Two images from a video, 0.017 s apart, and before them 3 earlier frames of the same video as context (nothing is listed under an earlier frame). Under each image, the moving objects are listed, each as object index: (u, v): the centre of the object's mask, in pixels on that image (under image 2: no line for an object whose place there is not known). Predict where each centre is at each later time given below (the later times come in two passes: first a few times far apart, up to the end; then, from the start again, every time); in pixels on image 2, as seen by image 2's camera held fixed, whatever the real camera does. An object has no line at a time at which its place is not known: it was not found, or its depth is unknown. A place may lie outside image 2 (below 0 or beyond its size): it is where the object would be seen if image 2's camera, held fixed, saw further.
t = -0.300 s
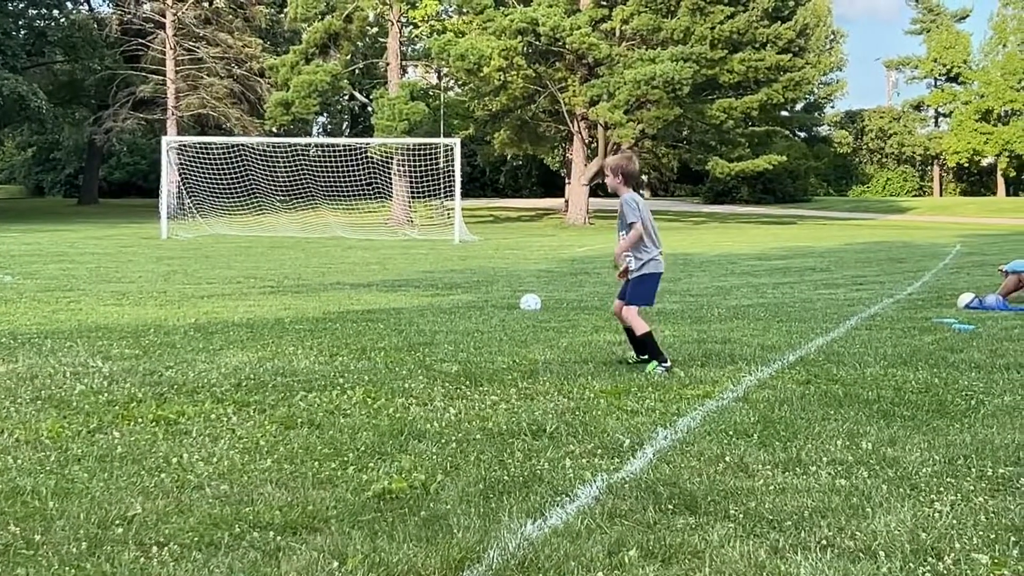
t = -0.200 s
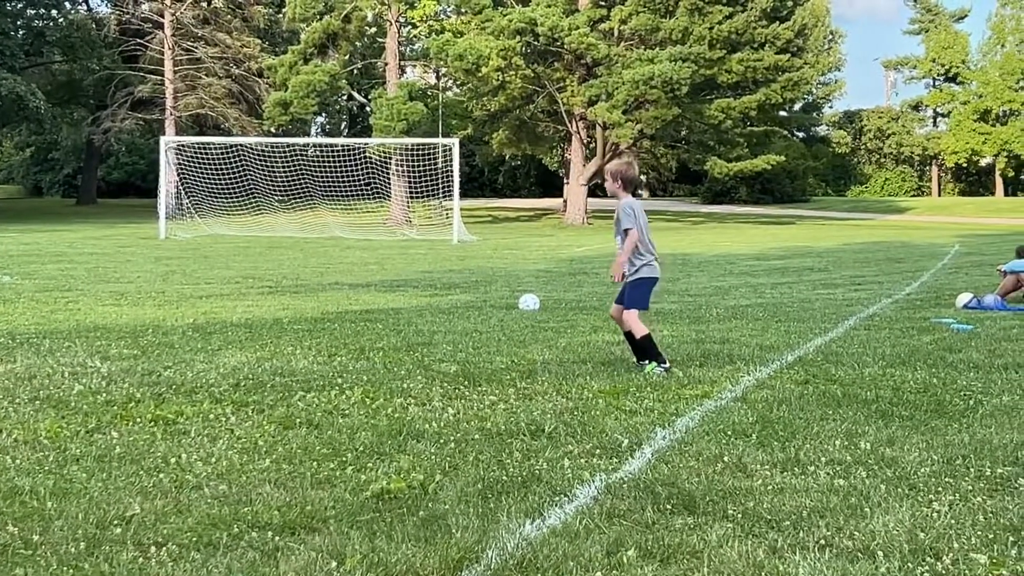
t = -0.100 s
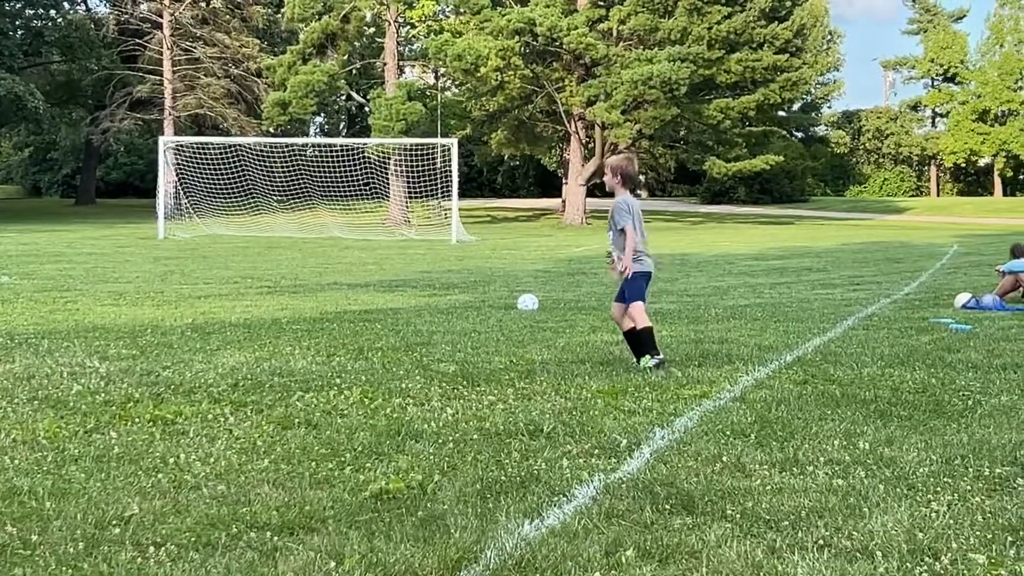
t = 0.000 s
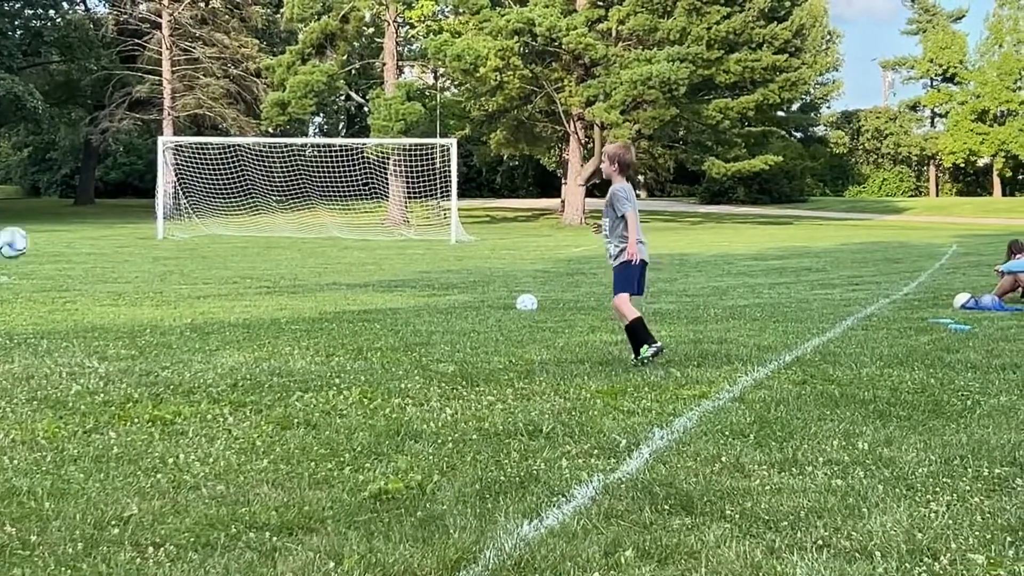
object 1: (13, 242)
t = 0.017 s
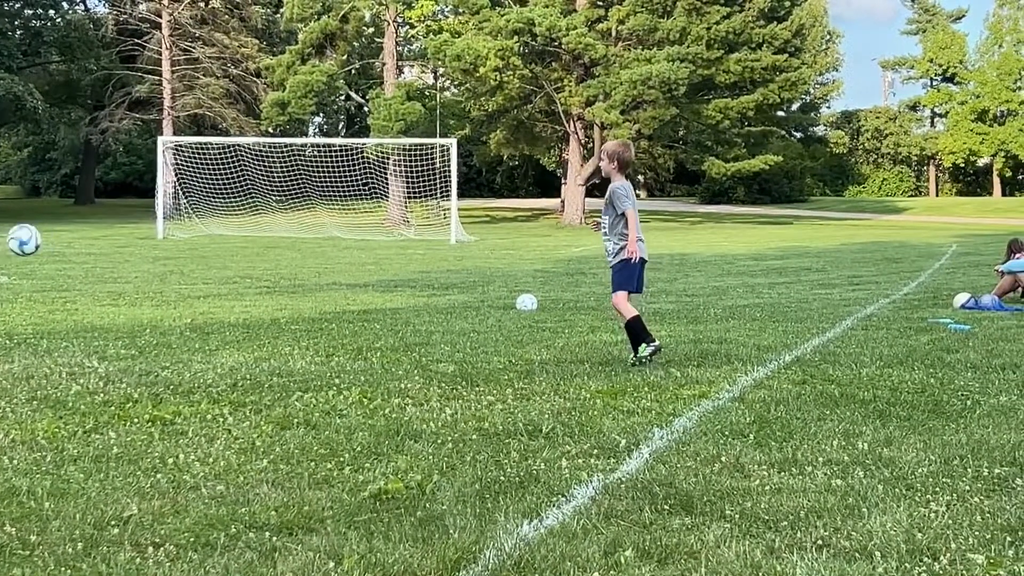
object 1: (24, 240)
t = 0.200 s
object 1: (147, 239)
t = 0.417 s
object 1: (294, 303)
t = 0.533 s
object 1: (369, 345)
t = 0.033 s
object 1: (35, 238)
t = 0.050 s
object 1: (47, 236)
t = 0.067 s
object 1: (57, 234)
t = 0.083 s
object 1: (69, 233)
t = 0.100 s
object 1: (80, 232)
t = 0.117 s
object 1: (92, 231)
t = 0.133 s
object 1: (103, 232)
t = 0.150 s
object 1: (115, 233)
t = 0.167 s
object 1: (127, 235)
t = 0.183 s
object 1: (137, 236)
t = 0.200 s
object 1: (147, 239)
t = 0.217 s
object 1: (159, 241)
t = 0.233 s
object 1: (172, 244)
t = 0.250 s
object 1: (184, 247)
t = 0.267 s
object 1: (194, 250)
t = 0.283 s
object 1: (205, 255)
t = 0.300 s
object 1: (215, 259)
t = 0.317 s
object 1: (227, 265)
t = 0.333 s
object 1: (238, 270)
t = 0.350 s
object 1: (249, 275)
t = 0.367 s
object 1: (260, 281)
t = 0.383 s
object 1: (272, 289)
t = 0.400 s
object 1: (282, 295)
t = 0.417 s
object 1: (294, 303)
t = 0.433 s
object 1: (306, 311)
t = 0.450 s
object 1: (316, 319)
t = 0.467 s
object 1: (326, 328)
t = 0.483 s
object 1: (337, 337)
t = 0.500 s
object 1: (349, 346)
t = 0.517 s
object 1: (359, 349)
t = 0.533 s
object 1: (369, 345)
